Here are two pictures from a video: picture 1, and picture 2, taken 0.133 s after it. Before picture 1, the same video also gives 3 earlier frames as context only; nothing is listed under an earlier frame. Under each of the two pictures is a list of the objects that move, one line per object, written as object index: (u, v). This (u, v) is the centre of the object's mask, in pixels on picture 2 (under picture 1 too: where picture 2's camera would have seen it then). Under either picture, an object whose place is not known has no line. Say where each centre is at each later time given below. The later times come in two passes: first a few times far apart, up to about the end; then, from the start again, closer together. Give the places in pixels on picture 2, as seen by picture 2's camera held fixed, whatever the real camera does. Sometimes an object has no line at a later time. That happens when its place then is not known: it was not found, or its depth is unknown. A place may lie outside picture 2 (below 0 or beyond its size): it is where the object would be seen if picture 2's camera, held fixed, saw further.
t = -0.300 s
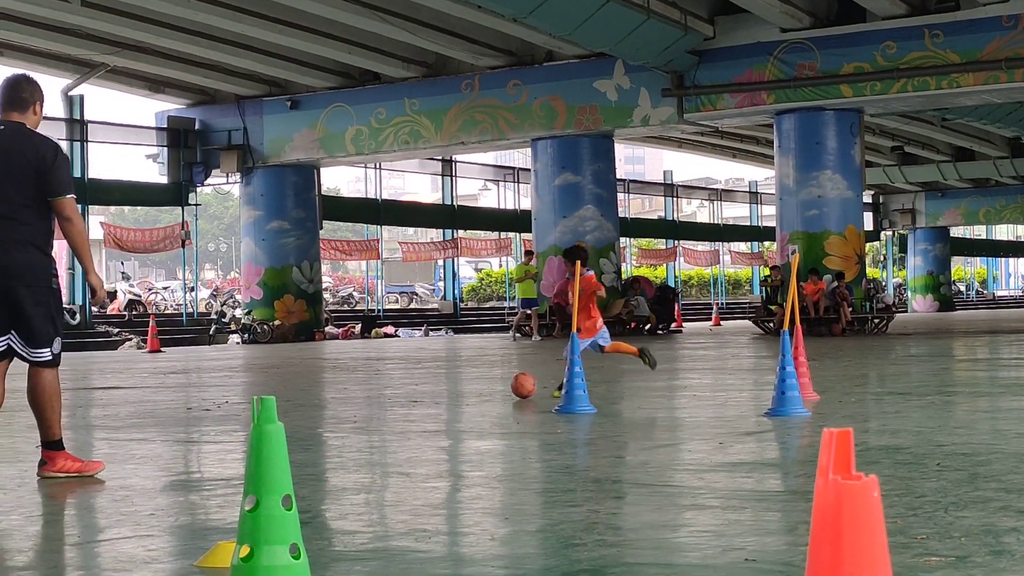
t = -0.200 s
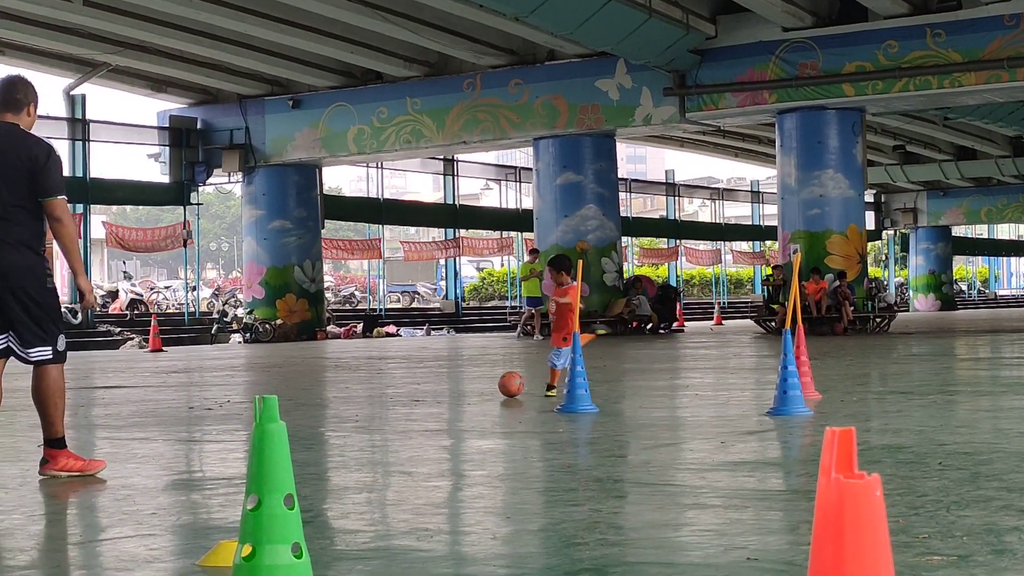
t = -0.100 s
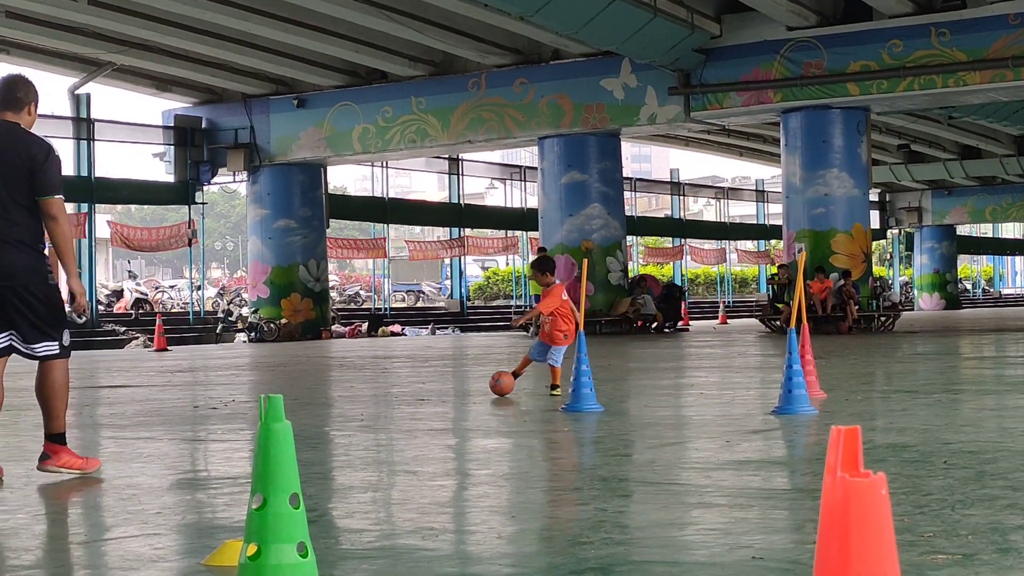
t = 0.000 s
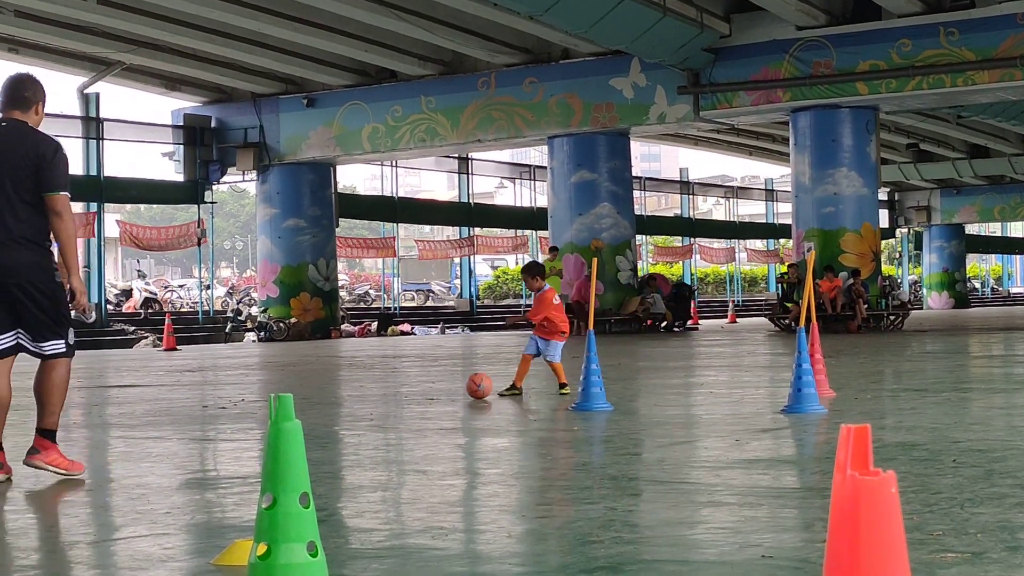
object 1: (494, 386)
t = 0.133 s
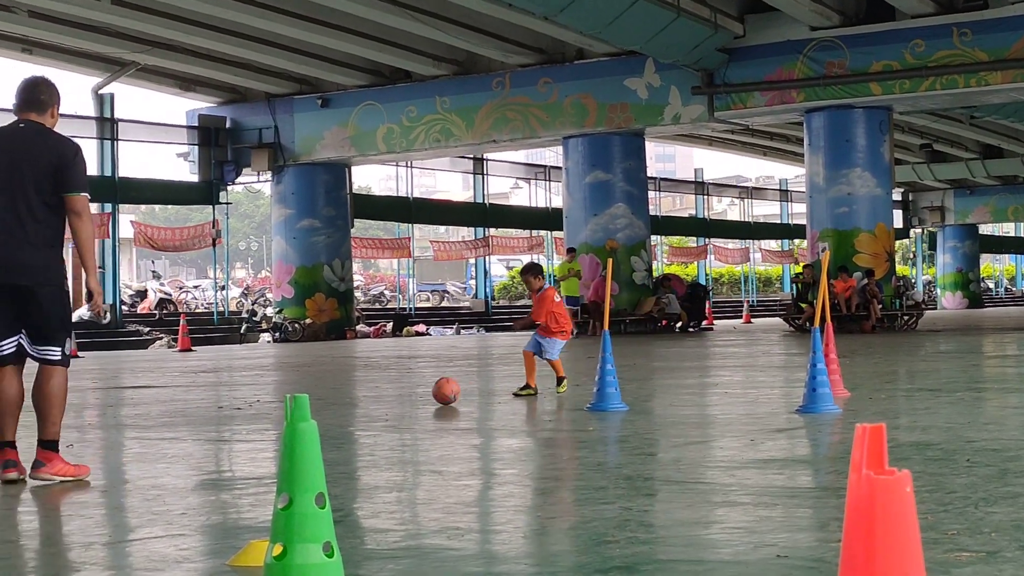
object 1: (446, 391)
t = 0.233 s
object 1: (410, 395)
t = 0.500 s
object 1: (321, 403)
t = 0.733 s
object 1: (239, 409)
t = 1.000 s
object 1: (139, 418)
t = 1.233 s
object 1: (41, 428)
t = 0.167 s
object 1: (434, 392)
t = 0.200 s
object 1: (422, 394)
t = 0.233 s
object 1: (410, 395)
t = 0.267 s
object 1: (399, 397)
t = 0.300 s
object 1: (387, 398)
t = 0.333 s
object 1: (375, 399)
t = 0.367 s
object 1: (364, 400)
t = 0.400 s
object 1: (352, 401)
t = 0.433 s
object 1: (341, 401)
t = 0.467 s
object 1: (330, 403)
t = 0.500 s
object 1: (321, 403)
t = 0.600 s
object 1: (280, 404)
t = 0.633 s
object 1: (273, 406)
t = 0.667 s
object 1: (263, 407)
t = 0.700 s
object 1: (251, 408)
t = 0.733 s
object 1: (239, 409)
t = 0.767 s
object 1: (228, 410)
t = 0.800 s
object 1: (216, 411)
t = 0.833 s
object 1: (203, 412)
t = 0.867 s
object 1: (191, 413)
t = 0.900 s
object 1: (178, 414)
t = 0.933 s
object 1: (165, 415)
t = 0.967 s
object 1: (152, 417)
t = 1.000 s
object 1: (139, 418)
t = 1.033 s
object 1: (126, 420)
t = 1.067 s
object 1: (112, 421)
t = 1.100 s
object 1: (98, 422)
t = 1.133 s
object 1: (84, 423)
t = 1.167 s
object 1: (70, 425)
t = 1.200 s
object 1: (56, 427)
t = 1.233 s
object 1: (41, 428)
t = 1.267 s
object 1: (26, 429)
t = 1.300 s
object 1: (10, 430)
